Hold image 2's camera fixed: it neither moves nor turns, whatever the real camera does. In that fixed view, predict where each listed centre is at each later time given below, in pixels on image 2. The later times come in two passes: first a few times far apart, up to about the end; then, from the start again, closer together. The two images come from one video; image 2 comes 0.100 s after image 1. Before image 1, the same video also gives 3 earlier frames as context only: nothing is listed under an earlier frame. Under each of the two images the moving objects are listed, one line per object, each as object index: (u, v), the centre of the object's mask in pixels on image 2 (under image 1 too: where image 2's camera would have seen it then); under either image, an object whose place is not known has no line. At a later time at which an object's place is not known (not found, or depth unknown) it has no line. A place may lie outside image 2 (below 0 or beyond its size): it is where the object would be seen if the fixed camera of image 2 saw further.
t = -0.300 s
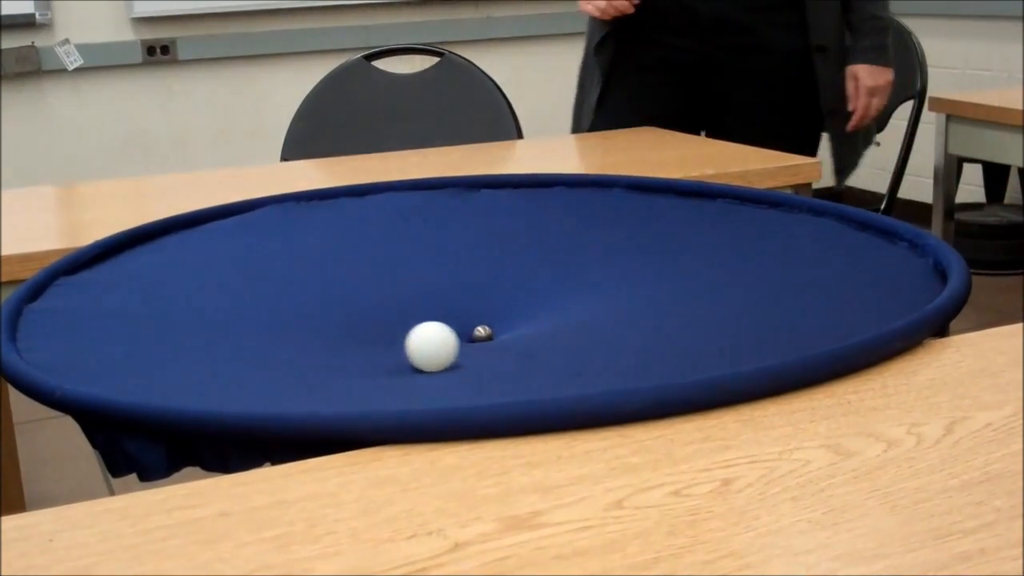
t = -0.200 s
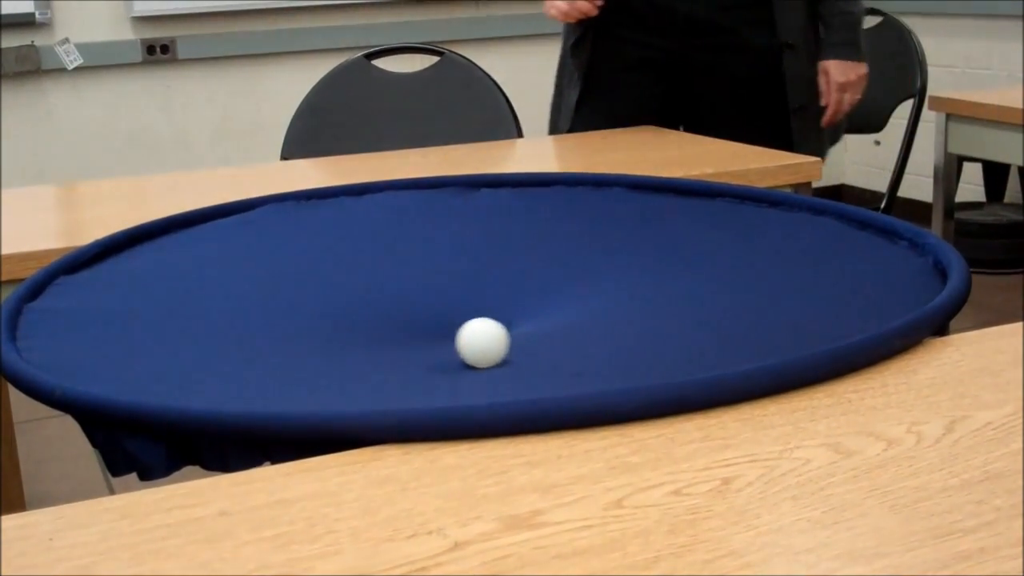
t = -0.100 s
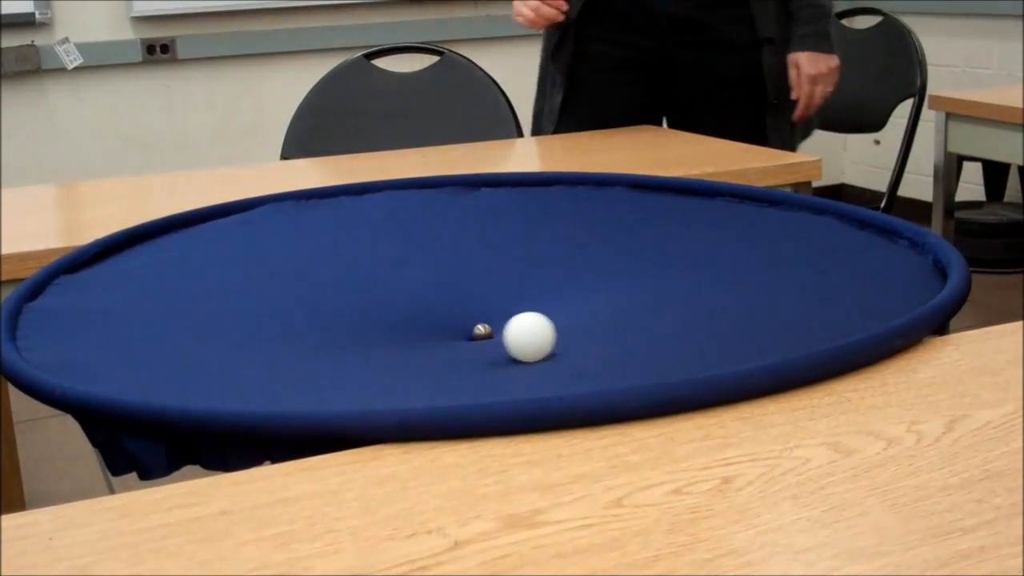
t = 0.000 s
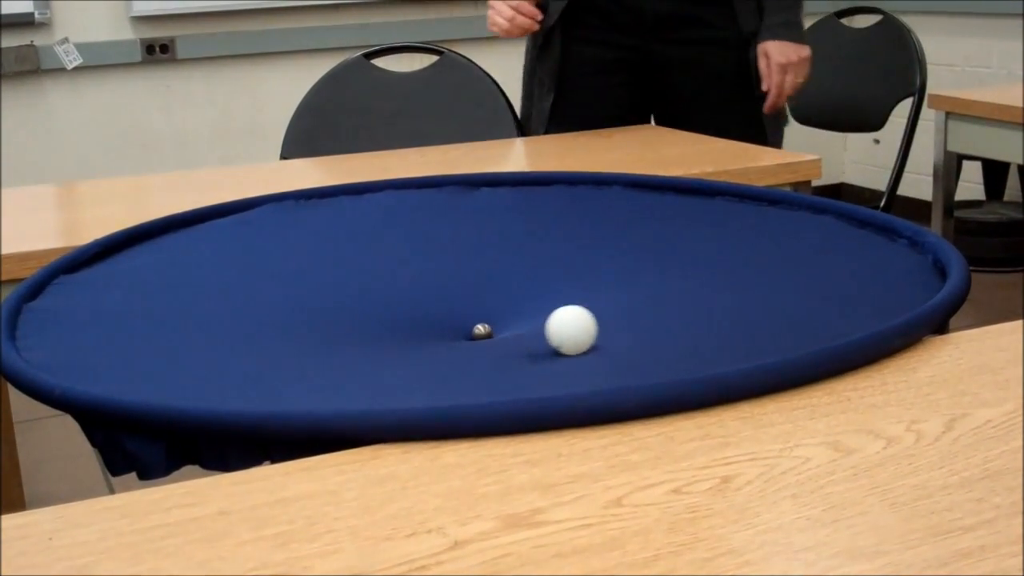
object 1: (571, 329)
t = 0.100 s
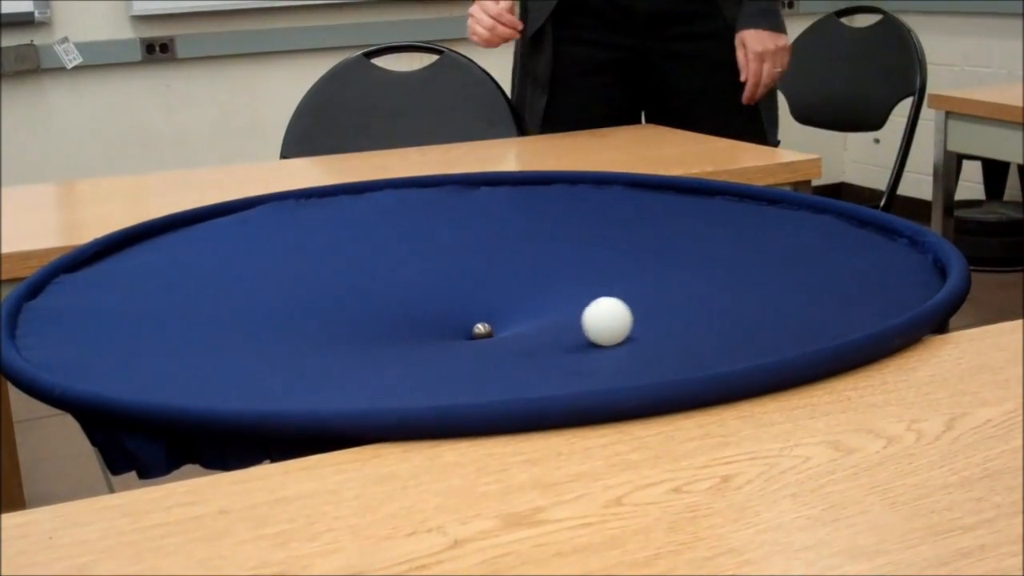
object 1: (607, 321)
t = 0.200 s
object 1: (635, 313)
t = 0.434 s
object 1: (668, 292)
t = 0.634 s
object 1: (663, 277)
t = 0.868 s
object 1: (623, 262)
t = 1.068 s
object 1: (570, 254)
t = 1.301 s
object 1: (502, 252)
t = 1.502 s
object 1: (448, 256)
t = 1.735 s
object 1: (392, 269)
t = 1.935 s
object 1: (357, 286)
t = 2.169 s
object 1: (343, 312)
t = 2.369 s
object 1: (365, 332)
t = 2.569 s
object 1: (411, 341)
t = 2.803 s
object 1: (473, 343)
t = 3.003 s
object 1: (516, 337)
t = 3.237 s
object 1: (544, 325)
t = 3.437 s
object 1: (545, 312)
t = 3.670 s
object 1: (507, 293)
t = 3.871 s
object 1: (460, 273)
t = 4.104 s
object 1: (422, 266)
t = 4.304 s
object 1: (403, 269)
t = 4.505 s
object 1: (404, 280)
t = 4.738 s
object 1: (430, 309)
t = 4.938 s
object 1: (493, 321)
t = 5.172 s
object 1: (554, 317)
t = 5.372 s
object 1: (582, 311)
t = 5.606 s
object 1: (577, 305)
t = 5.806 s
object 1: (540, 302)
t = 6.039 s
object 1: (460, 292)
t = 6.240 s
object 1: (407, 295)
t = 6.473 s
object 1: (380, 309)
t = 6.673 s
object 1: (397, 323)
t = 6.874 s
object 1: (443, 328)
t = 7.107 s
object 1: (496, 321)
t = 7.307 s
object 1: (520, 311)
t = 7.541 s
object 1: (494, 288)
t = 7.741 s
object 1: (469, 281)
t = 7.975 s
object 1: (459, 292)
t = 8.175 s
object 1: (454, 315)
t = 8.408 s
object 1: (478, 320)
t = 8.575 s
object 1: (491, 317)
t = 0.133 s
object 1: (617, 318)
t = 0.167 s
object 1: (626, 316)
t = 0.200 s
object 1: (635, 313)
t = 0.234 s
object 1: (642, 310)
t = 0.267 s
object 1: (648, 307)
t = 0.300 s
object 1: (654, 304)
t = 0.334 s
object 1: (659, 301)
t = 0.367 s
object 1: (663, 298)
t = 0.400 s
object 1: (666, 295)
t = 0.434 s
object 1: (668, 292)
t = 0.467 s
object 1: (669, 290)
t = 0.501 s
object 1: (669, 287)
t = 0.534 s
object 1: (669, 284)
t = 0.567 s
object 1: (668, 282)
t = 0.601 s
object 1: (666, 279)
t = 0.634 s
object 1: (663, 277)
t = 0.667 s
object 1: (659, 274)
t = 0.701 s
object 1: (655, 272)
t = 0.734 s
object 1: (650, 270)
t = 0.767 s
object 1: (644, 268)
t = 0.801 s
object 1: (637, 266)
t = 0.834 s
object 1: (630, 264)
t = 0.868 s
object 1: (623, 262)
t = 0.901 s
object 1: (615, 261)
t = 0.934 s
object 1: (606, 259)
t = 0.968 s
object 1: (597, 258)
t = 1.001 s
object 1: (589, 256)
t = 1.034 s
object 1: (579, 255)
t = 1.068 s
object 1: (570, 254)
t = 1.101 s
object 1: (560, 253)
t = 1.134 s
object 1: (551, 253)
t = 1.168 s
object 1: (541, 252)
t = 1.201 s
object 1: (531, 252)
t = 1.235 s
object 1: (521, 252)
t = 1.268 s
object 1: (512, 252)
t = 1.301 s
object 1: (502, 252)
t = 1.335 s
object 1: (493, 252)
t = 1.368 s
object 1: (484, 253)
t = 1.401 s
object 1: (475, 253)
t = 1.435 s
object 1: (466, 254)
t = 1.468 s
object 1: (457, 255)
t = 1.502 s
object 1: (448, 256)
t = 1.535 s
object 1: (439, 258)
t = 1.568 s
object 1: (431, 259)
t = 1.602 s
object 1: (422, 261)
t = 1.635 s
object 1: (414, 263)
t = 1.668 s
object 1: (406, 265)
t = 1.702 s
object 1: (399, 267)
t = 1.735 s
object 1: (392, 269)
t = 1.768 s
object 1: (385, 271)
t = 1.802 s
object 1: (379, 274)
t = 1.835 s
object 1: (373, 276)
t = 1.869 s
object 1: (367, 279)
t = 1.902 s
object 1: (362, 282)
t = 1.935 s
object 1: (357, 286)
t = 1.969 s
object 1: (353, 289)
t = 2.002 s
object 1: (349, 293)
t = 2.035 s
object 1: (346, 297)
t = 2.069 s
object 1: (344, 301)
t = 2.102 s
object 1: (343, 305)
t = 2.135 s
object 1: (342, 308)
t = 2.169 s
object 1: (343, 312)
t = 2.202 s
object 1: (344, 317)
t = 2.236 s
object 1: (346, 320)
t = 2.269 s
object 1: (350, 324)
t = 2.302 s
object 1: (354, 327)
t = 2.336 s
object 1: (359, 330)
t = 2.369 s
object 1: (365, 332)
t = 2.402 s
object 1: (372, 334)
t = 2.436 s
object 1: (378, 336)
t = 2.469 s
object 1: (386, 338)
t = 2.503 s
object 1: (394, 339)
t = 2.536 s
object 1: (402, 340)
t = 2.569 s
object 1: (411, 341)
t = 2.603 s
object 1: (420, 342)
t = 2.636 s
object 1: (429, 343)
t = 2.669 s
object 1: (438, 343)
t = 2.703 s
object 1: (447, 343)
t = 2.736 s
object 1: (455, 344)
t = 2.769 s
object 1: (464, 343)
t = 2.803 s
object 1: (473, 343)
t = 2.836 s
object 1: (481, 342)
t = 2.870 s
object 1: (489, 341)
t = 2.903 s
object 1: (496, 341)
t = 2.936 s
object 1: (503, 340)
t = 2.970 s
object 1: (510, 338)
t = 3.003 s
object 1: (516, 337)
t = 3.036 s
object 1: (521, 336)
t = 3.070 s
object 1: (526, 334)
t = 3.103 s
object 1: (530, 332)
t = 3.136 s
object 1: (535, 331)
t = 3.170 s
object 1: (538, 329)
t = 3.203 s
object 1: (541, 327)
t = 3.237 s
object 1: (544, 325)
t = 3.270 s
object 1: (546, 323)
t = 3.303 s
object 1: (547, 321)
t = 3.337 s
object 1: (548, 318)
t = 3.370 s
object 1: (548, 316)
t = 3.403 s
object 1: (547, 314)
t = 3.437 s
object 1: (545, 312)
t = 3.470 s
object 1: (544, 310)
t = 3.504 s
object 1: (540, 308)
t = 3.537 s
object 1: (536, 307)
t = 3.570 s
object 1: (531, 305)
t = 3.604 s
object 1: (524, 302)
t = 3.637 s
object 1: (516, 298)
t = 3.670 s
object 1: (507, 293)
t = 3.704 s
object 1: (499, 289)
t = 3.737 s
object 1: (490, 285)
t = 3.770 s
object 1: (483, 281)
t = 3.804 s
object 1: (475, 278)
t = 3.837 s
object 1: (467, 275)
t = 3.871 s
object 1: (460, 273)
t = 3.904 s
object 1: (454, 271)
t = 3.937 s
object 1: (447, 270)
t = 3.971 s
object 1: (442, 268)
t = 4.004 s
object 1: (436, 268)
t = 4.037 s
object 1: (431, 267)
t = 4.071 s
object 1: (426, 266)
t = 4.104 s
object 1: (422, 266)
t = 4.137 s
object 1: (418, 266)
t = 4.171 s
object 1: (414, 266)
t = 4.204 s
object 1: (411, 266)
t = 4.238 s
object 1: (408, 267)
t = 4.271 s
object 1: (405, 268)
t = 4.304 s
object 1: (403, 269)
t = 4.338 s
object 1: (402, 270)
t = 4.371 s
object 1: (402, 272)
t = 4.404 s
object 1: (401, 273)
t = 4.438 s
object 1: (402, 275)
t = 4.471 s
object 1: (402, 278)
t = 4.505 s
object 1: (404, 280)
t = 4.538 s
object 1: (405, 283)
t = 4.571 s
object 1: (408, 287)
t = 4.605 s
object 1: (410, 290)
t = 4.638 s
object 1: (414, 294)
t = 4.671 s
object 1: (418, 299)
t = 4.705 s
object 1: (423, 304)
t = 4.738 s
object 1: (430, 309)
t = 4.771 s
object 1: (437, 315)
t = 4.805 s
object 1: (447, 319)
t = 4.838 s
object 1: (458, 322)
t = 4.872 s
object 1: (470, 322)
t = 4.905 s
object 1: (482, 322)
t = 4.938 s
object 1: (493, 321)
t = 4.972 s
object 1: (504, 321)
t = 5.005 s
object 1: (513, 320)
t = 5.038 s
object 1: (523, 319)
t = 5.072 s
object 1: (532, 319)
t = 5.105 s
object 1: (540, 318)
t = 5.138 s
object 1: (548, 317)
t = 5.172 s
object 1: (554, 317)
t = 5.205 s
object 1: (561, 316)
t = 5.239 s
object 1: (567, 315)
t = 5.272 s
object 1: (571, 314)
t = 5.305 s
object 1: (576, 313)
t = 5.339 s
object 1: (579, 312)
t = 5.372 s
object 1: (582, 311)
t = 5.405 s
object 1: (583, 310)
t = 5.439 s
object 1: (585, 309)
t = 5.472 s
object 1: (585, 308)
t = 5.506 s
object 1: (584, 307)
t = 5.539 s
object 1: (583, 306)
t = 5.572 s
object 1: (581, 305)
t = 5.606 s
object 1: (577, 305)
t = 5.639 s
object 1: (574, 304)
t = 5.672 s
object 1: (569, 303)
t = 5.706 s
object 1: (563, 303)
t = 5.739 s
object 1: (557, 302)
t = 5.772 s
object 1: (549, 302)
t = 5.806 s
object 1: (540, 302)
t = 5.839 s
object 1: (530, 302)
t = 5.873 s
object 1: (518, 301)
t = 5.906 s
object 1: (506, 299)
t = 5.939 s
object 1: (494, 297)
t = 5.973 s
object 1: (482, 295)
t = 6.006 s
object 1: (470, 293)
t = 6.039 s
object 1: (460, 292)
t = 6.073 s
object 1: (449, 292)
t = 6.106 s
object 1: (439, 292)
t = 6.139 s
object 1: (430, 292)
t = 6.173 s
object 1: (422, 293)
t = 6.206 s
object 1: (414, 294)
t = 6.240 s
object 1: (407, 295)
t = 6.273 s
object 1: (400, 296)
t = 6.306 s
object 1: (394, 298)
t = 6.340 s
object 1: (390, 300)
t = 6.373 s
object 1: (386, 302)
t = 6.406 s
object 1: (383, 304)
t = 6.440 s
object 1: (381, 307)
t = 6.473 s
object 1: (380, 309)
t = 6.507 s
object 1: (380, 311)
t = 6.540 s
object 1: (381, 314)
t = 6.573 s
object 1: (383, 317)
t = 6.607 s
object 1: (387, 319)
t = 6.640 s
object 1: (391, 321)
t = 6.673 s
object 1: (397, 323)
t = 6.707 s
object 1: (403, 325)
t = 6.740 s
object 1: (410, 326)
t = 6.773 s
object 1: (418, 327)
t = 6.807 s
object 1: (426, 327)
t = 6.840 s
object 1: (434, 328)
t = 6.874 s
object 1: (443, 328)
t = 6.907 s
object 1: (451, 328)
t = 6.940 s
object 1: (459, 327)
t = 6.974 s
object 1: (468, 326)
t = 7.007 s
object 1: (475, 325)
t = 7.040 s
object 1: (483, 324)
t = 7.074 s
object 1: (490, 323)
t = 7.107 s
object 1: (496, 321)
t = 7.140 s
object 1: (503, 320)
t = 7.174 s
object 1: (508, 318)
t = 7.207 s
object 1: (513, 316)
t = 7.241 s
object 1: (516, 314)
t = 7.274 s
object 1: (519, 313)
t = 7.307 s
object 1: (520, 311)
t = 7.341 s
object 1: (520, 309)
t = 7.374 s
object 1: (519, 306)
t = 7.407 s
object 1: (515, 303)
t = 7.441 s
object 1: (510, 299)
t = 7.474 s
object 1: (505, 295)
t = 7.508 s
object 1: (499, 291)
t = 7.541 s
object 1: (494, 288)
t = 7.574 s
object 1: (489, 286)
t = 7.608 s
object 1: (484, 284)
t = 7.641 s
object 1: (480, 283)
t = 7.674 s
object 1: (476, 282)
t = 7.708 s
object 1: (472, 281)
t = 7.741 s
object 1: (469, 281)
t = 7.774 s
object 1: (466, 281)
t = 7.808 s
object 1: (464, 282)
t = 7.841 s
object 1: (462, 283)
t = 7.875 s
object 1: (460, 285)
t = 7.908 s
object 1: (459, 287)
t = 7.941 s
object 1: (459, 289)
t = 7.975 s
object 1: (459, 292)
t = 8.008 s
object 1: (459, 296)
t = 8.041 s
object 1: (461, 300)
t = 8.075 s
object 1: (463, 305)
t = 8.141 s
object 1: (458, 306)
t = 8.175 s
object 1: (454, 315)
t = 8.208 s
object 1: (455, 313)
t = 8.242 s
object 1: (457, 317)
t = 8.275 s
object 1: (460, 320)
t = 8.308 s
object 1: (465, 319)
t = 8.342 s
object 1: (469, 322)
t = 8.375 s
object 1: (474, 320)
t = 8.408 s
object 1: (478, 320)
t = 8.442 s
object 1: (482, 320)
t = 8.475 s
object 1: (485, 318)
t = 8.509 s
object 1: (488, 319)
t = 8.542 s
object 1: (490, 319)
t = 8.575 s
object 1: (491, 317)
